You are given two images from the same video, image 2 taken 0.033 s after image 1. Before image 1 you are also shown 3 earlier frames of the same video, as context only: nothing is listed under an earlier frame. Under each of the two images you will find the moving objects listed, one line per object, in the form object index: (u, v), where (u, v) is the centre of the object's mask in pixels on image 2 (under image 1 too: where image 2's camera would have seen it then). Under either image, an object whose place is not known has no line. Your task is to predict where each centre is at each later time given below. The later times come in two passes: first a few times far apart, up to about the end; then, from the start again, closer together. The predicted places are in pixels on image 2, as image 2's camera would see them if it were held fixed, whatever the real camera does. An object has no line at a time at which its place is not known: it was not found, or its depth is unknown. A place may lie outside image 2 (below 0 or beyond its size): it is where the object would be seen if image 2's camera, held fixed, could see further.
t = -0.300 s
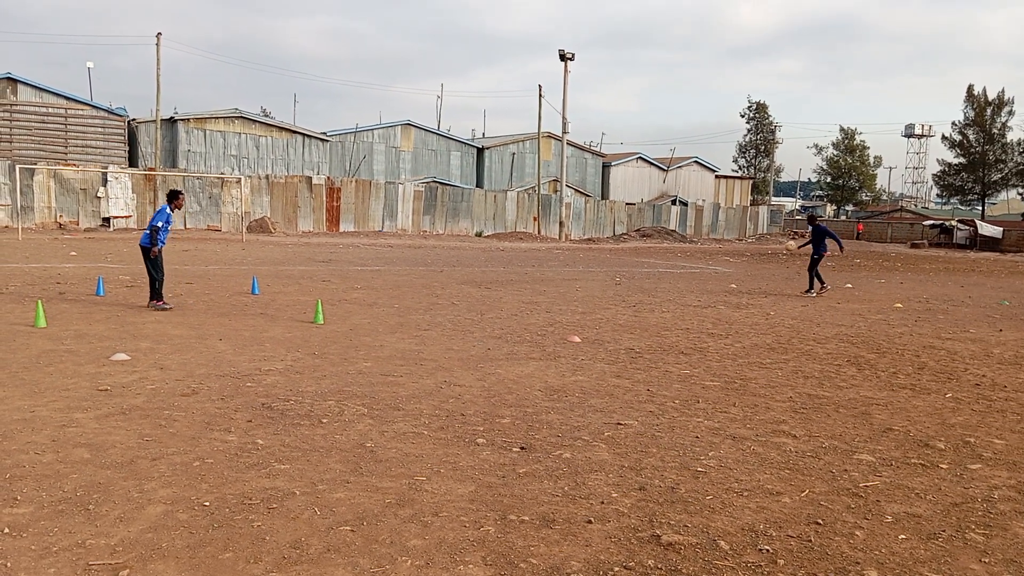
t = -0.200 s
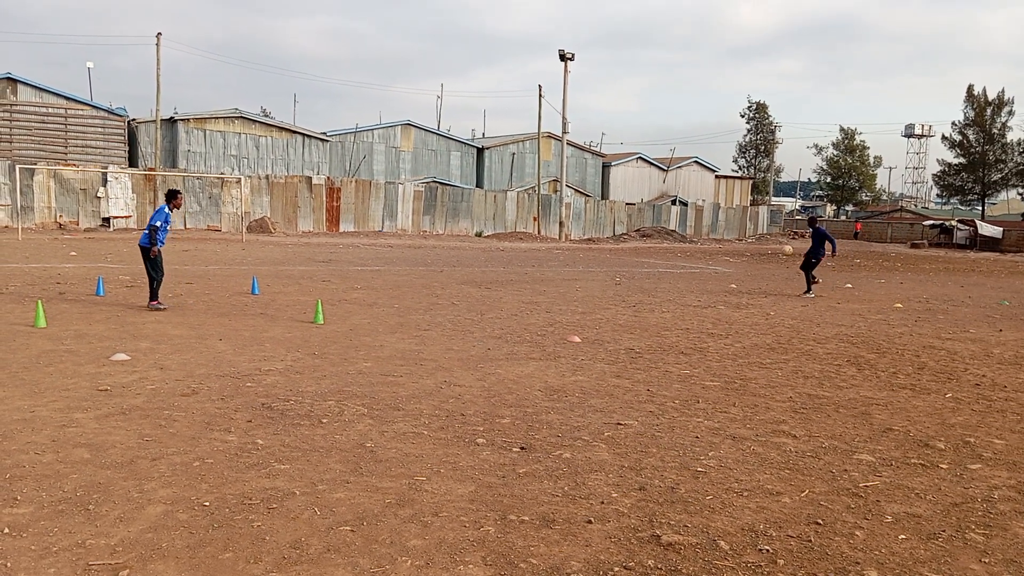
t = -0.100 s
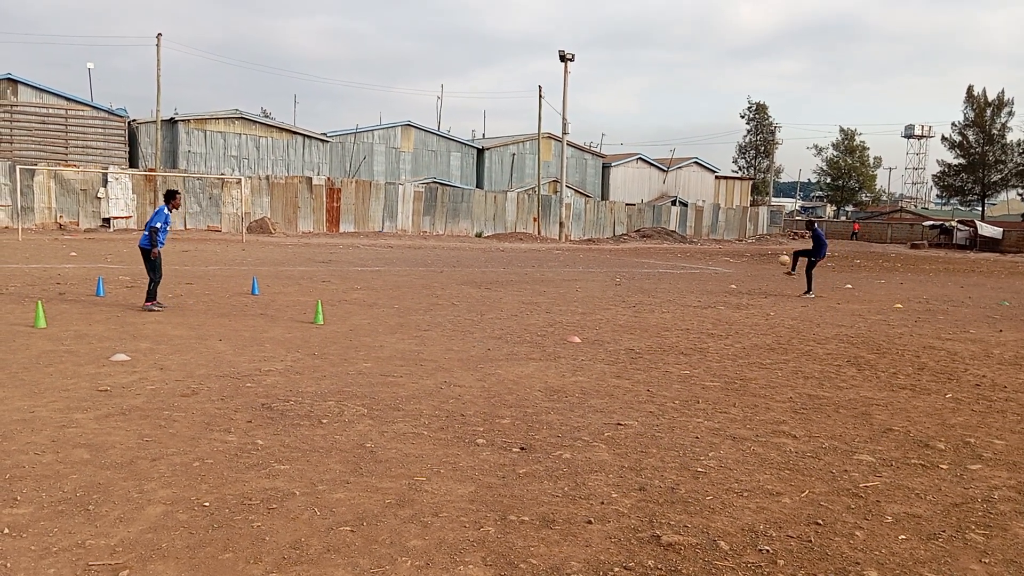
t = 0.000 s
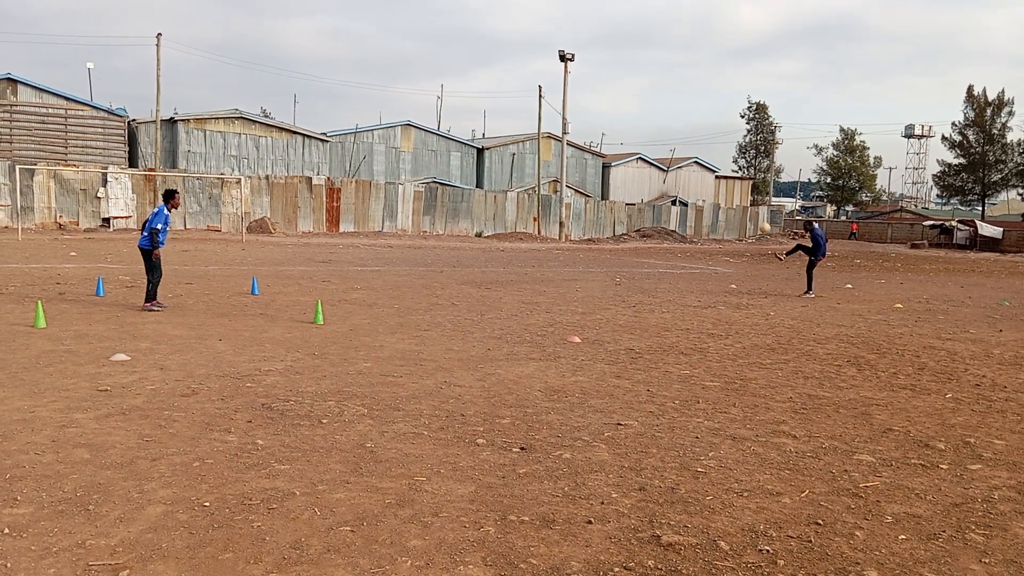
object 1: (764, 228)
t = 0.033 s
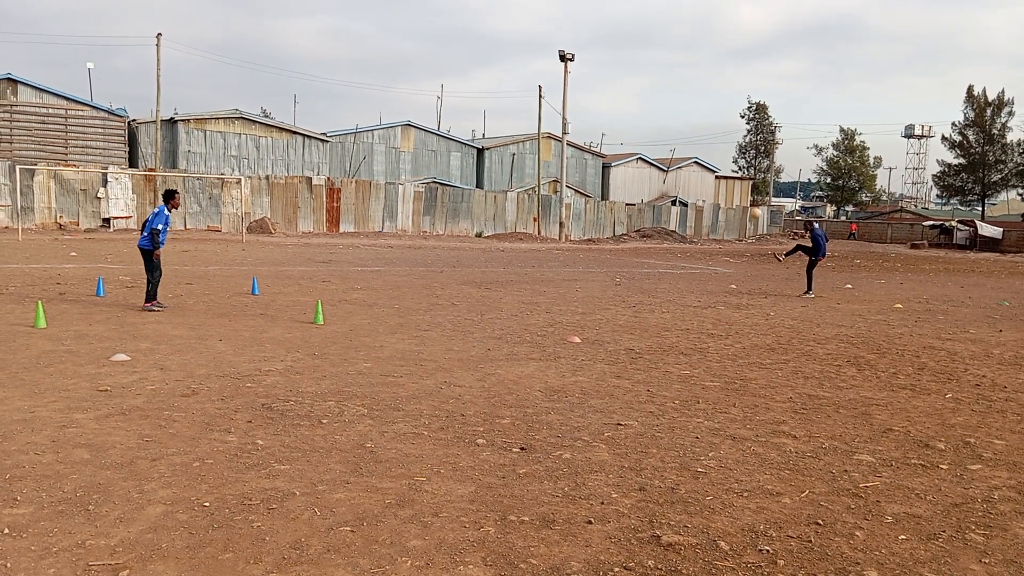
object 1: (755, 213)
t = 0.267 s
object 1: (690, 122)
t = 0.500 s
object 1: (617, 52)
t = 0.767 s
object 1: (521, 6)
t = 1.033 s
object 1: (414, 4)
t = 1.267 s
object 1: (312, 37)
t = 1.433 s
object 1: (235, 88)
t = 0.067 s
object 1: (747, 198)
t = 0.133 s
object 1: (729, 171)
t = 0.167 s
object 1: (719, 158)
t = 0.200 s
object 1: (710, 145)
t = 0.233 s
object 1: (700, 133)
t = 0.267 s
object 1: (690, 122)
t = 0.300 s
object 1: (680, 110)
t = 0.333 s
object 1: (670, 99)
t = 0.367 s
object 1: (660, 89)
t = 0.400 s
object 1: (649, 79)
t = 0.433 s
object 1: (638, 70)
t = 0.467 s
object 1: (628, 61)
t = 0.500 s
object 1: (617, 52)
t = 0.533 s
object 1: (605, 44)
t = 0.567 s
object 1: (594, 37)
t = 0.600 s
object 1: (582, 30)
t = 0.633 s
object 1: (570, 24)
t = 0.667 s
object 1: (558, 19)
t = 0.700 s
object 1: (546, 14)
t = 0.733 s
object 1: (533, 9)
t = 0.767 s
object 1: (521, 6)
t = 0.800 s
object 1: (508, 4)
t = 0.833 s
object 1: (495, 3)
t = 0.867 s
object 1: (482, 2)
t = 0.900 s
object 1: (469, 2)
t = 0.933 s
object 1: (455, 2)
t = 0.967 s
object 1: (442, 2)
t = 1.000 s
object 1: (428, 3)
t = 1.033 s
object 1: (414, 4)
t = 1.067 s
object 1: (400, 5)
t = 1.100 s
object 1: (386, 7)
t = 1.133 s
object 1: (371, 12)
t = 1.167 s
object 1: (356, 17)
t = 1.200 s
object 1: (342, 23)
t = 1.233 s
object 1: (327, 29)
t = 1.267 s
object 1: (312, 37)
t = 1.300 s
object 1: (297, 45)
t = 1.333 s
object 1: (282, 55)
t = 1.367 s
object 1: (266, 65)
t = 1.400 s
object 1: (251, 76)
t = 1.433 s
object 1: (235, 88)
